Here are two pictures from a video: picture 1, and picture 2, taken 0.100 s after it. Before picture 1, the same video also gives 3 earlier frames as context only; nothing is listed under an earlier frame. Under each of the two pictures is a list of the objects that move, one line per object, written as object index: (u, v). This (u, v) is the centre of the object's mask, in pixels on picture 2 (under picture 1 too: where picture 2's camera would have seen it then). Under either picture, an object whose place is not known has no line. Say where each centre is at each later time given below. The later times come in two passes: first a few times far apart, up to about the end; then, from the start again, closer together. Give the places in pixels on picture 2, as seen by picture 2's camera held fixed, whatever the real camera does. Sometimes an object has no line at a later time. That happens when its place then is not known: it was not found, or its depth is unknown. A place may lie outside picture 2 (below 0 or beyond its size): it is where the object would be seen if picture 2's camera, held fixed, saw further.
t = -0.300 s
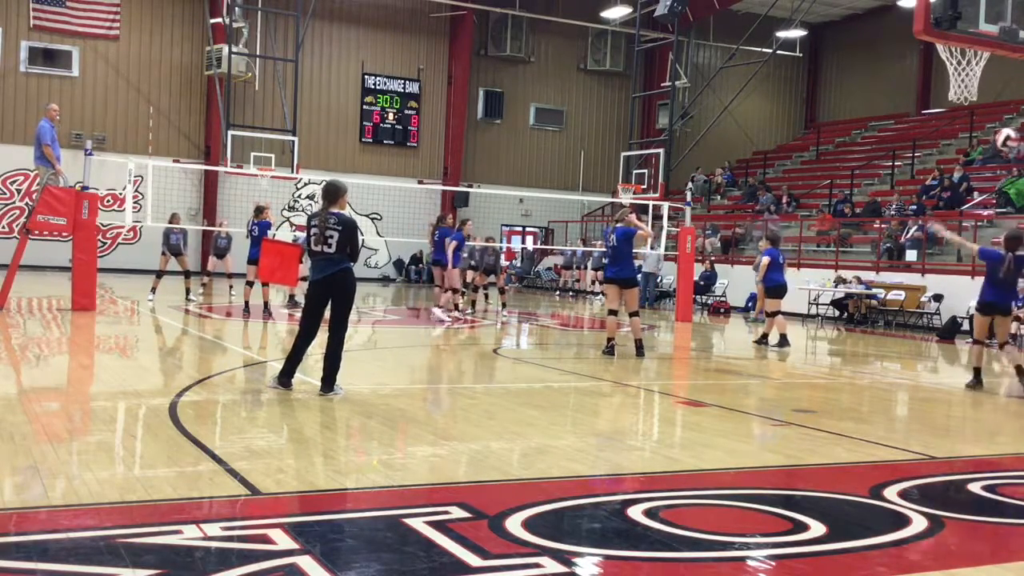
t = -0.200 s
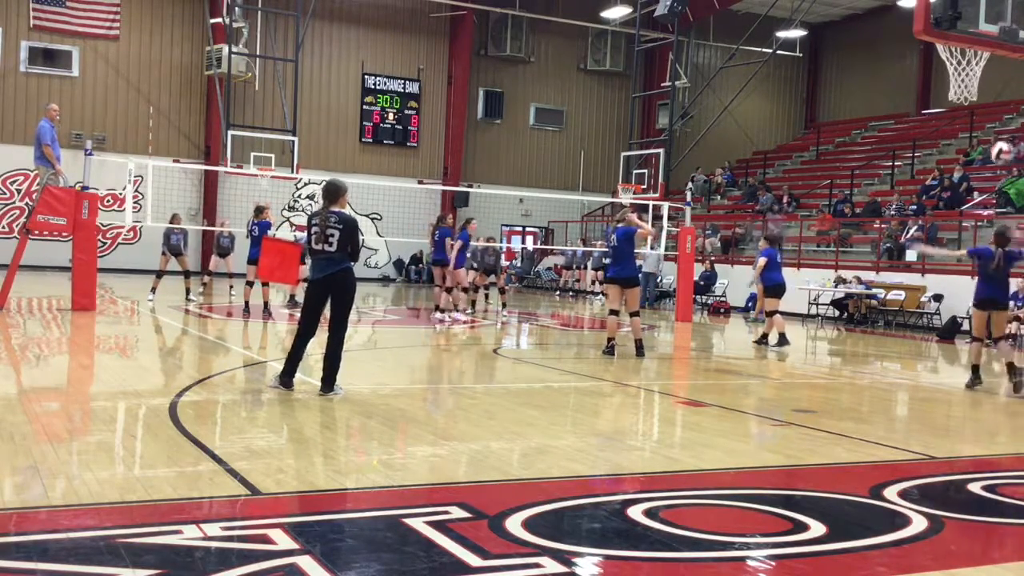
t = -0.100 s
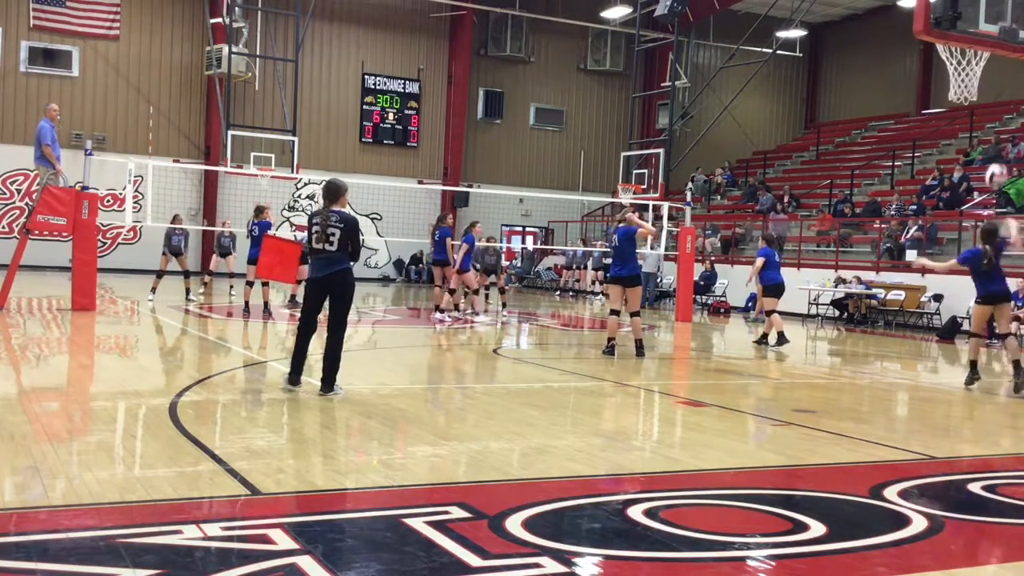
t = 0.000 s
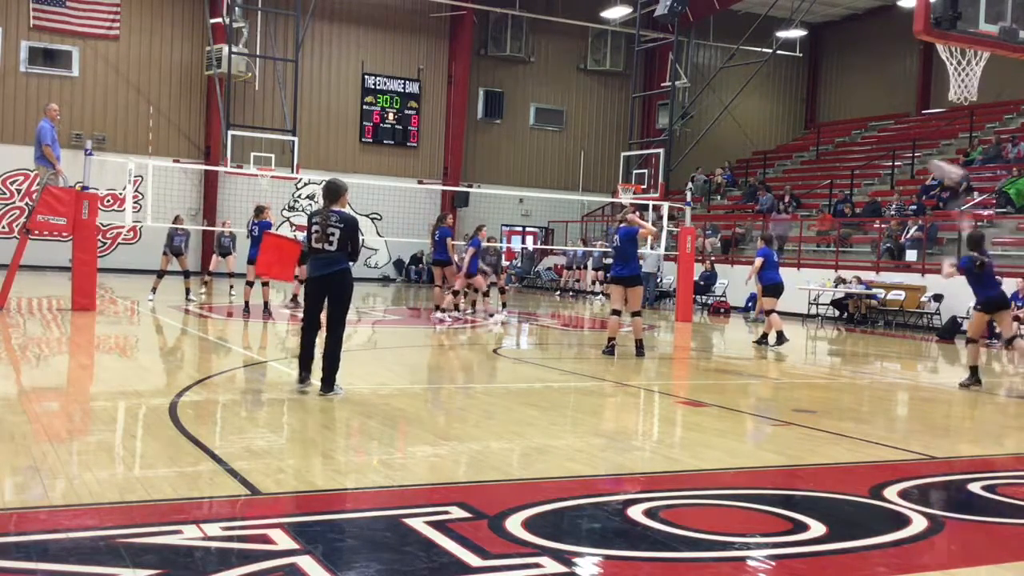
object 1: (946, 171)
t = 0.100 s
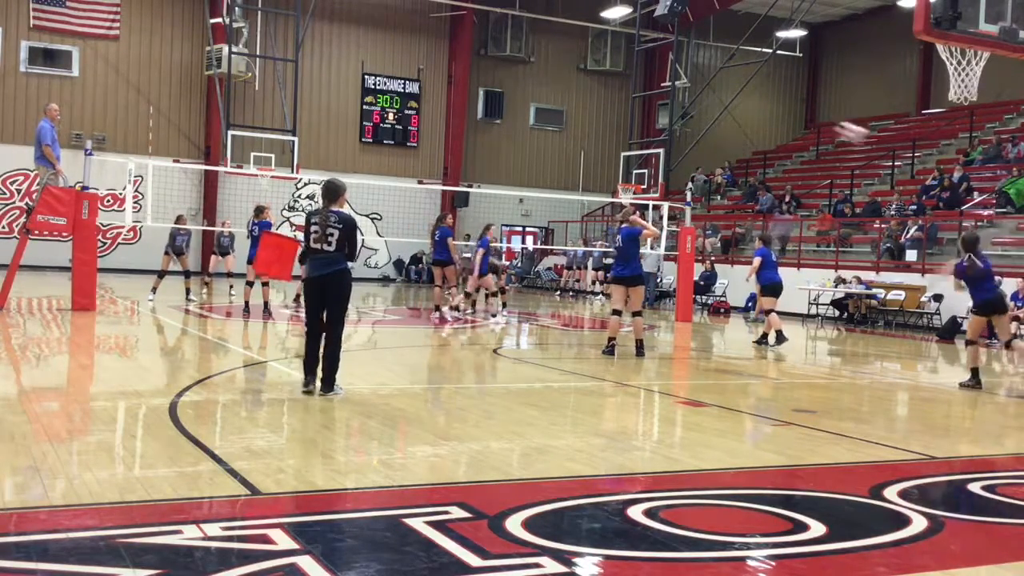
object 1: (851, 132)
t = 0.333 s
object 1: (690, 88)
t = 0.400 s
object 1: (654, 86)
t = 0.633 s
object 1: (554, 97)
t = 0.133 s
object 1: (823, 123)
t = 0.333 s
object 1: (690, 88)
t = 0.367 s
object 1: (671, 87)
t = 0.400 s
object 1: (654, 86)
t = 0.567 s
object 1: (579, 92)
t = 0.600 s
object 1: (567, 94)
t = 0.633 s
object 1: (554, 97)
